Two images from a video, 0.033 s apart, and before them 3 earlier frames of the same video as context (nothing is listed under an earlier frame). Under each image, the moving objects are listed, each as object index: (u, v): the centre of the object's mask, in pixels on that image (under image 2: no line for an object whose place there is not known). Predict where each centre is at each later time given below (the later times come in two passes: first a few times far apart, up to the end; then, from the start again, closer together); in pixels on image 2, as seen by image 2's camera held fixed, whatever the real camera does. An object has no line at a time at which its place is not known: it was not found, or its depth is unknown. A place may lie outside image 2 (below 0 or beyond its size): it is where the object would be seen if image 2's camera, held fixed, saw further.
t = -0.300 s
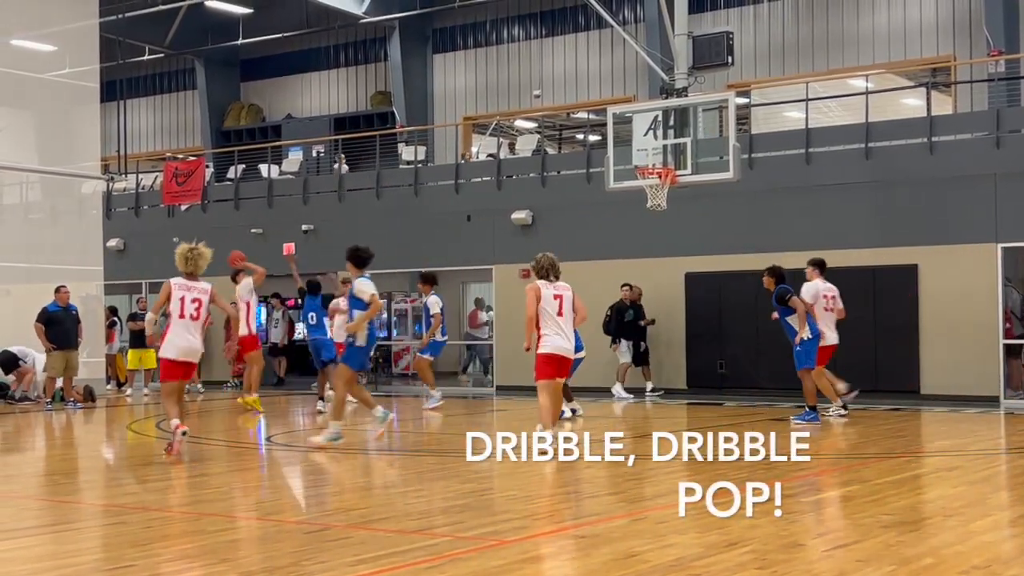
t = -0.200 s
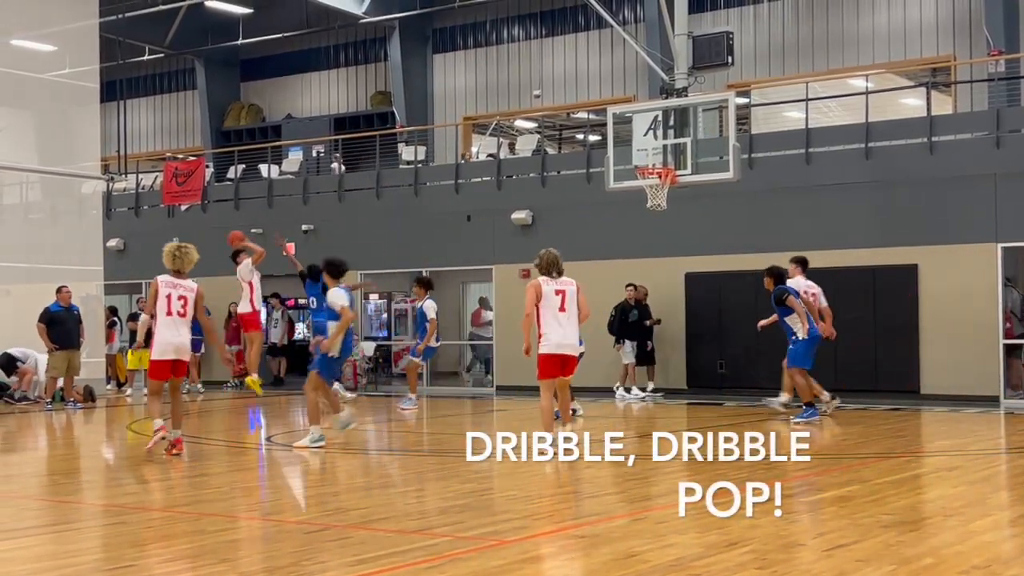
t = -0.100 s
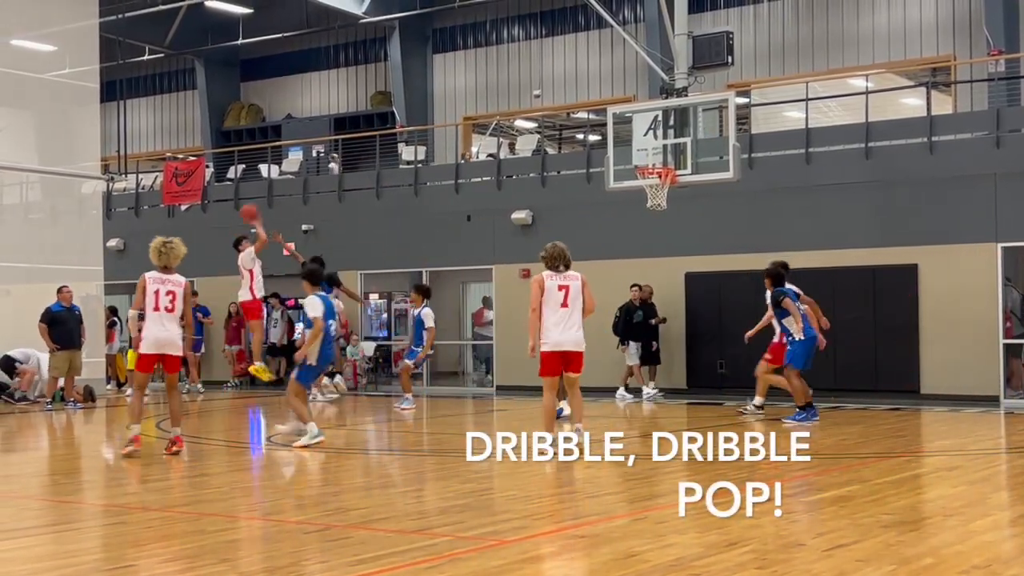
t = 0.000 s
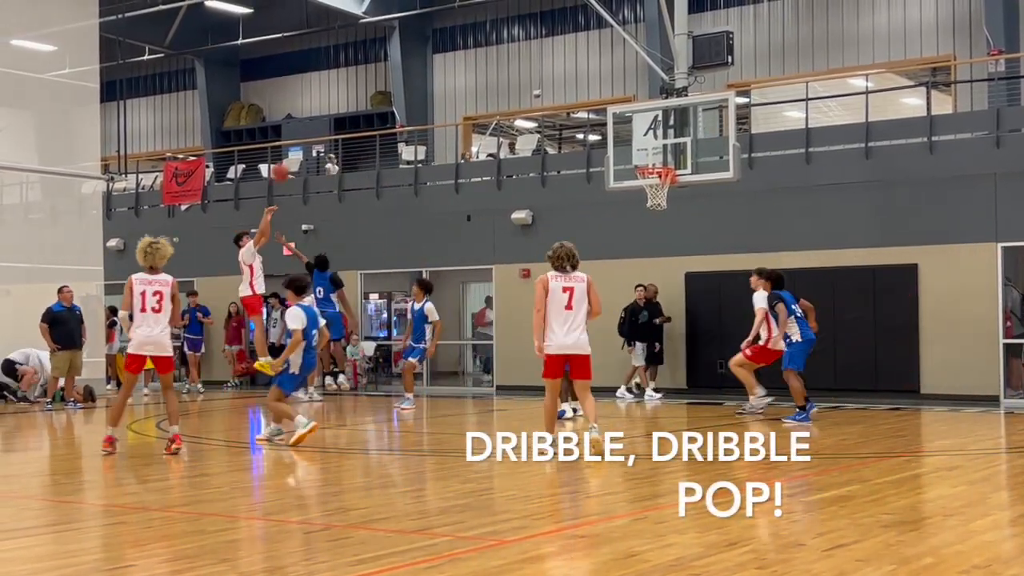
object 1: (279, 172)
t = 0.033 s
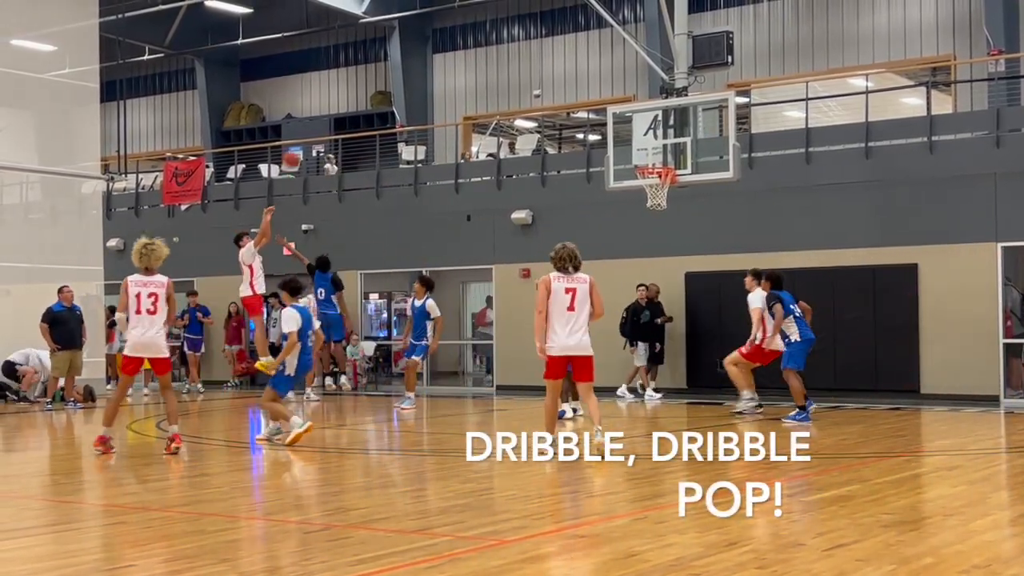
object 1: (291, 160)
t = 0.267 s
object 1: (374, 92)
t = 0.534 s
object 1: (468, 62)
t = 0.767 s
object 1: (552, 81)
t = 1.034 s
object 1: (649, 152)
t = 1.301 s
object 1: (634, 178)
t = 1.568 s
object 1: (657, 201)
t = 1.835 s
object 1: (680, 248)
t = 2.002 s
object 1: (694, 306)
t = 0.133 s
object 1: (328, 125)
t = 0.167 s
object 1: (338, 117)
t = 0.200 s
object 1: (350, 107)
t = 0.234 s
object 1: (362, 98)
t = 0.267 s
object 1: (374, 92)
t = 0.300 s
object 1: (385, 85)
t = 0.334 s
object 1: (398, 79)
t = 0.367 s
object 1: (409, 74)
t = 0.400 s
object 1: (420, 70)
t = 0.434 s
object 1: (431, 67)
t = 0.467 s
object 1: (444, 64)
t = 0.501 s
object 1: (456, 62)
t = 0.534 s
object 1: (468, 62)
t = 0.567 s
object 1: (479, 62)
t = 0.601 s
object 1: (492, 63)
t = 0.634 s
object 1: (504, 65)
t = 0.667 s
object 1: (515, 68)
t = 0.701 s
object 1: (527, 71)
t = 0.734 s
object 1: (540, 75)
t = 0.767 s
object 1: (552, 81)
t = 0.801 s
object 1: (564, 87)
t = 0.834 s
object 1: (576, 93)
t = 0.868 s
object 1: (587, 100)
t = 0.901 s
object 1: (599, 111)
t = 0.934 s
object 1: (612, 119)
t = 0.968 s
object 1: (624, 129)
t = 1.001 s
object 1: (636, 140)
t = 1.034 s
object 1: (649, 152)
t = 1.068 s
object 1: (661, 164)
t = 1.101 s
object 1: (658, 172)
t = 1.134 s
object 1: (646, 178)
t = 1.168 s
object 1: (639, 179)
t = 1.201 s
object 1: (636, 179)
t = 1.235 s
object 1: (634, 178)
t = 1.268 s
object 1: (633, 178)
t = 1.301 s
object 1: (634, 178)
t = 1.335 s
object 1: (636, 179)
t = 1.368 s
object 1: (638, 181)
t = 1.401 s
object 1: (640, 185)
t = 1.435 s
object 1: (643, 188)
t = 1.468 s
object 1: (647, 192)
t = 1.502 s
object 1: (649, 194)
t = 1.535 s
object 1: (650, 194)
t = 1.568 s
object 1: (657, 201)
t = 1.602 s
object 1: (661, 207)
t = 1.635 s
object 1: (663, 209)
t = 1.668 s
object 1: (666, 212)
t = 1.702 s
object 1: (669, 217)
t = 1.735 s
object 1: (672, 224)
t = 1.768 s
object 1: (674, 231)
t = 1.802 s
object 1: (677, 239)
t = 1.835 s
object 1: (680, 248)
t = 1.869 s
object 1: (682, 258)
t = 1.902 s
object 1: (686, 270)
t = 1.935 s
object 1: (689, 281)
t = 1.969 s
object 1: (691, 293)
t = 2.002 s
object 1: (694, 306)
